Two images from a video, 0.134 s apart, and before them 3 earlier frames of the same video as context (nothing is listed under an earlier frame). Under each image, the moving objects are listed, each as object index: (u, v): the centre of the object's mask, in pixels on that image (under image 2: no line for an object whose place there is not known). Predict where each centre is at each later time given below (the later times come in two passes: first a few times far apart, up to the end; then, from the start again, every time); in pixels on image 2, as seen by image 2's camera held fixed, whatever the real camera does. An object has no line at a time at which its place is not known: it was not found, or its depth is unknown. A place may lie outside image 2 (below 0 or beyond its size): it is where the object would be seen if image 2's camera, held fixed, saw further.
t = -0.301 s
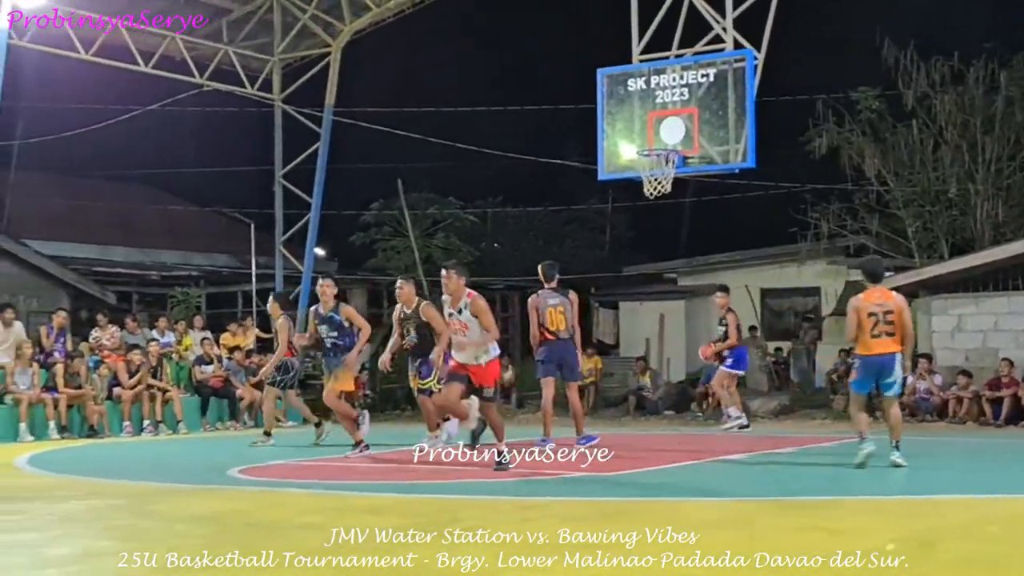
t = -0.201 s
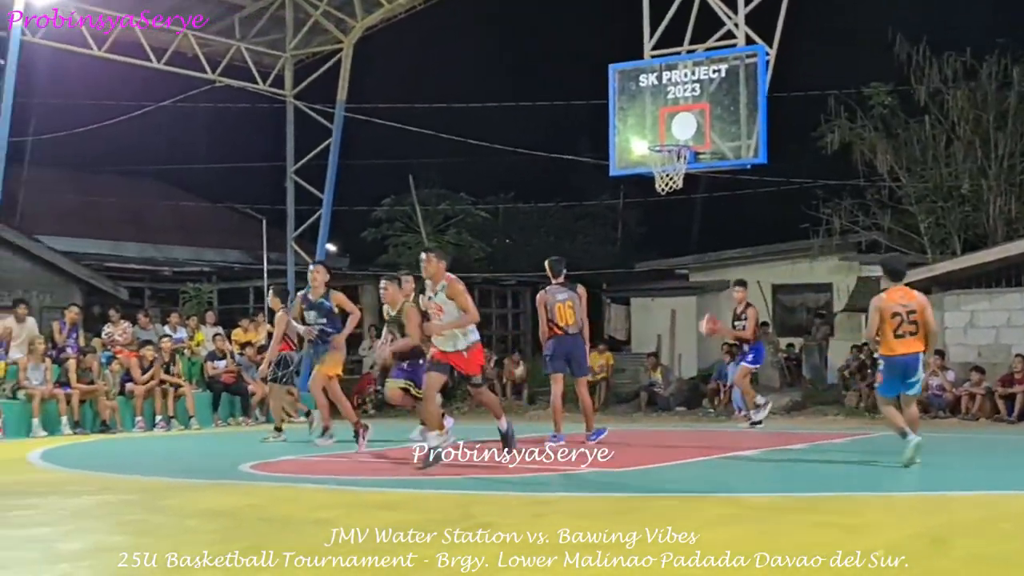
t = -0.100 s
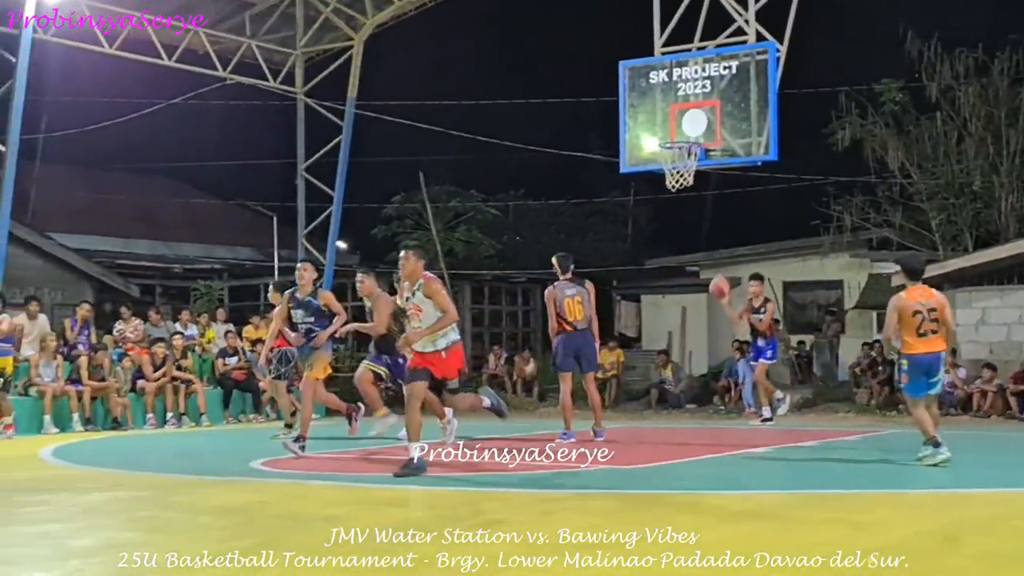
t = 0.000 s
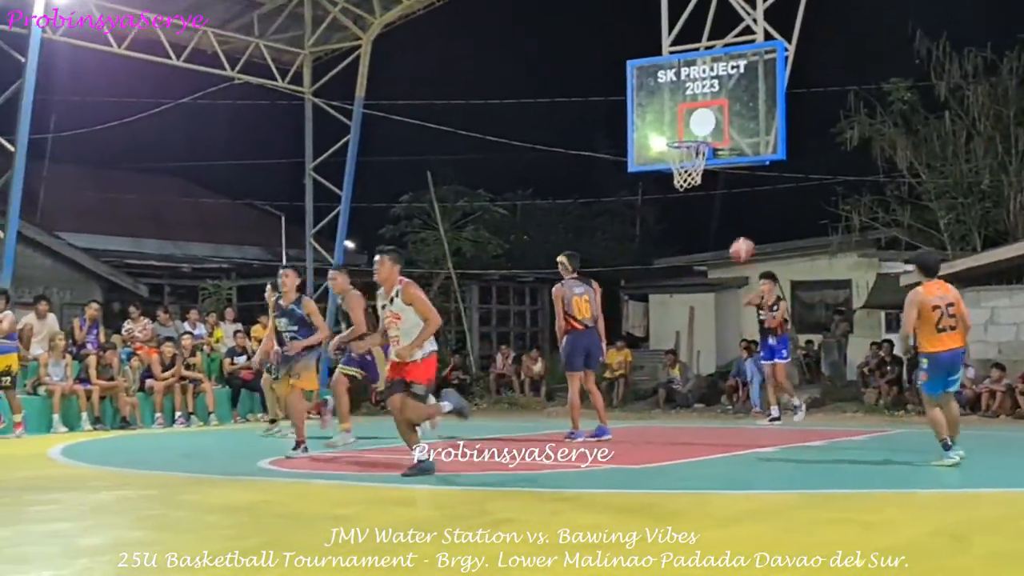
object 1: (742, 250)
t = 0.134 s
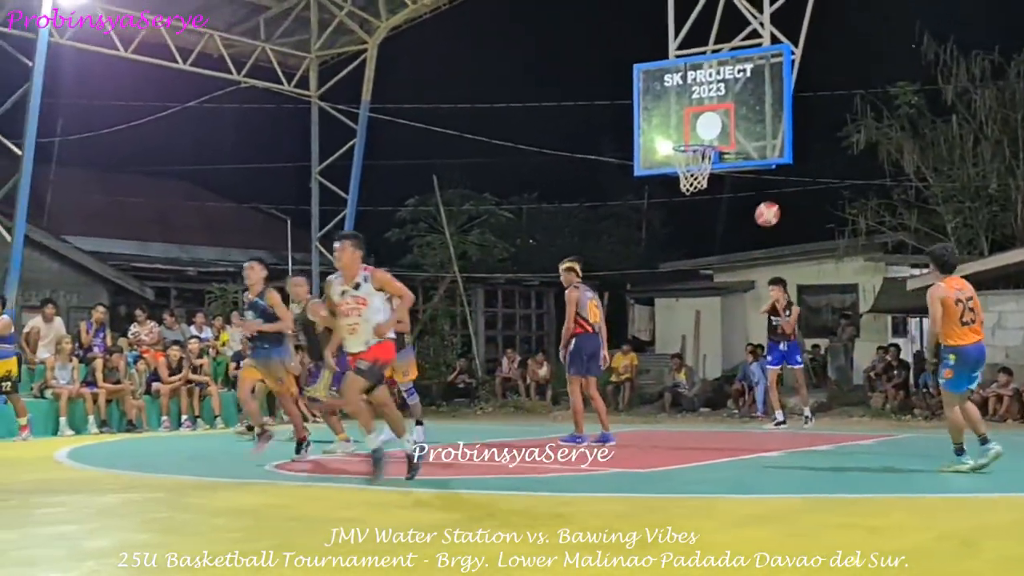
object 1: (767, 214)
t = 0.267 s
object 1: (790, 187)
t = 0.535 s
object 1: (843, 184)
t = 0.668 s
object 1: (873, 216)
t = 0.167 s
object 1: (772, 206)
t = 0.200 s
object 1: (778, 199)
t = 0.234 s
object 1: (784, 193)
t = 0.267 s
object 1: (790, 187)
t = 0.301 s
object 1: (796, 183)
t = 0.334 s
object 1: (802, 180)
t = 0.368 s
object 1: (808, 178)
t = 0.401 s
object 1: (815, 176)
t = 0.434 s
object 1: (821, 176)
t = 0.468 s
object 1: (828, 178)
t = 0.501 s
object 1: (835, 181)
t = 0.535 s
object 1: (843, 184)
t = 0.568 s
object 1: (850, 190)
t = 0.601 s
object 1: (858, 197)
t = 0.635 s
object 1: (866, 206)
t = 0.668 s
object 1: (873, 216)
